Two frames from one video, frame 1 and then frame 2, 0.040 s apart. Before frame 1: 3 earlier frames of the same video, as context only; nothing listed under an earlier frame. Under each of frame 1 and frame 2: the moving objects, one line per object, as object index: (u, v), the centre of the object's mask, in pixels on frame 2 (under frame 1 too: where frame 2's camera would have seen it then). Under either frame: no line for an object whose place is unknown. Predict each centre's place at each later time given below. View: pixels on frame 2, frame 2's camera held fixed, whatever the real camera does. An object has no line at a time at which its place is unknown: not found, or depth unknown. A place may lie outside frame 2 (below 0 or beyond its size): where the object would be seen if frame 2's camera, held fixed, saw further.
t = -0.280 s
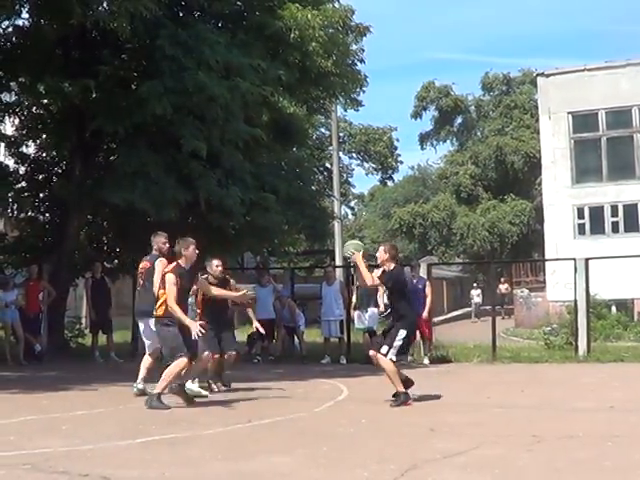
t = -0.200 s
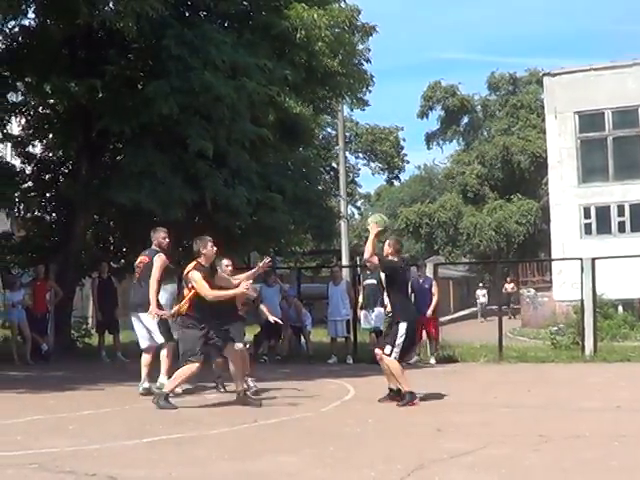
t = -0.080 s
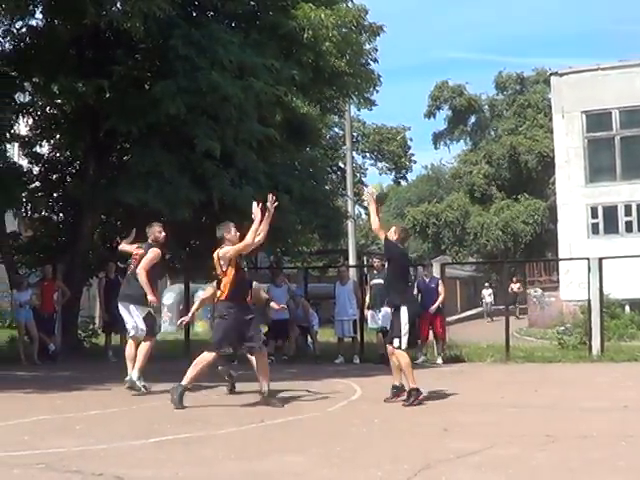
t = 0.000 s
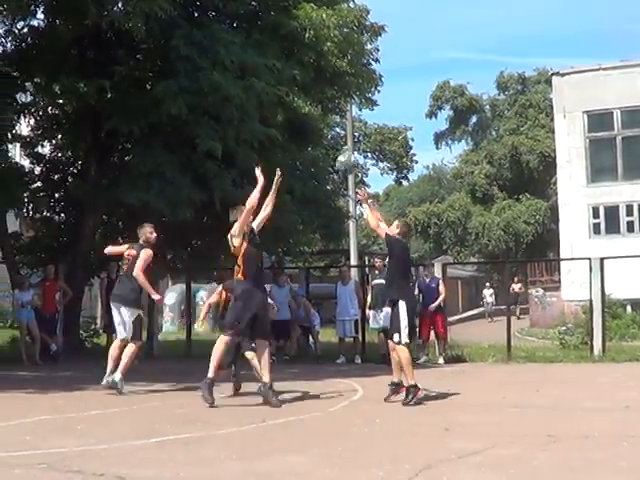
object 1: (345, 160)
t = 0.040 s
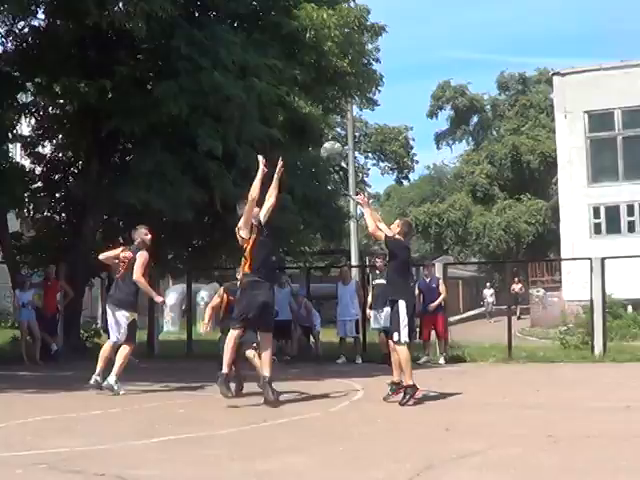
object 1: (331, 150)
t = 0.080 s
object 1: (316, 140)
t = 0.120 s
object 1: (300, 134)
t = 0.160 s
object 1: (283, 127)
